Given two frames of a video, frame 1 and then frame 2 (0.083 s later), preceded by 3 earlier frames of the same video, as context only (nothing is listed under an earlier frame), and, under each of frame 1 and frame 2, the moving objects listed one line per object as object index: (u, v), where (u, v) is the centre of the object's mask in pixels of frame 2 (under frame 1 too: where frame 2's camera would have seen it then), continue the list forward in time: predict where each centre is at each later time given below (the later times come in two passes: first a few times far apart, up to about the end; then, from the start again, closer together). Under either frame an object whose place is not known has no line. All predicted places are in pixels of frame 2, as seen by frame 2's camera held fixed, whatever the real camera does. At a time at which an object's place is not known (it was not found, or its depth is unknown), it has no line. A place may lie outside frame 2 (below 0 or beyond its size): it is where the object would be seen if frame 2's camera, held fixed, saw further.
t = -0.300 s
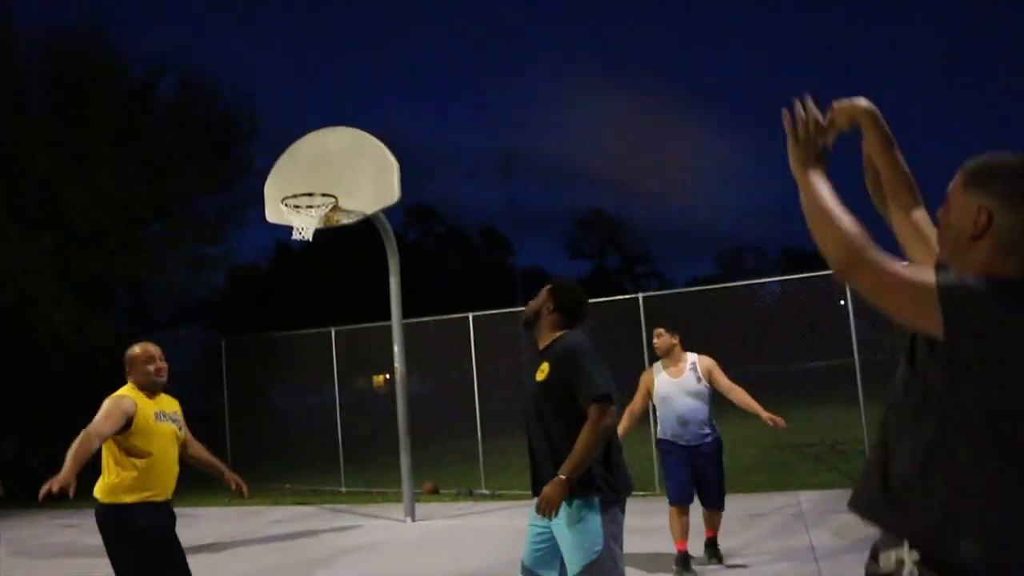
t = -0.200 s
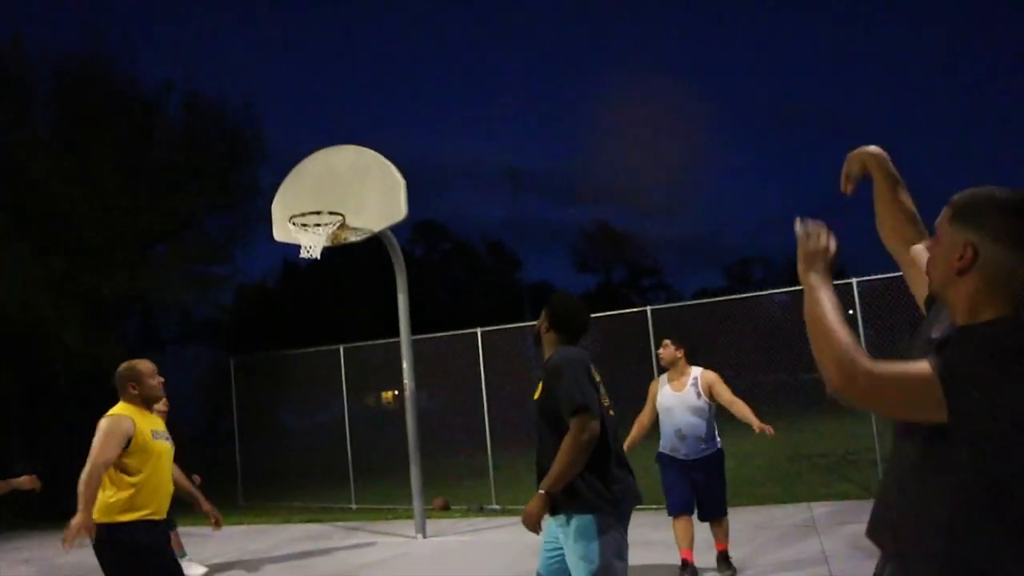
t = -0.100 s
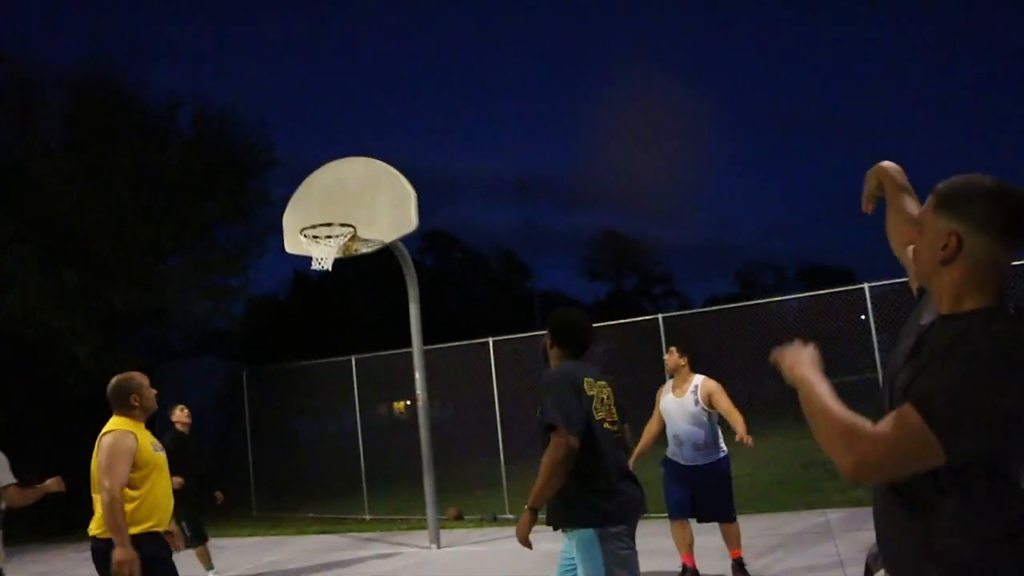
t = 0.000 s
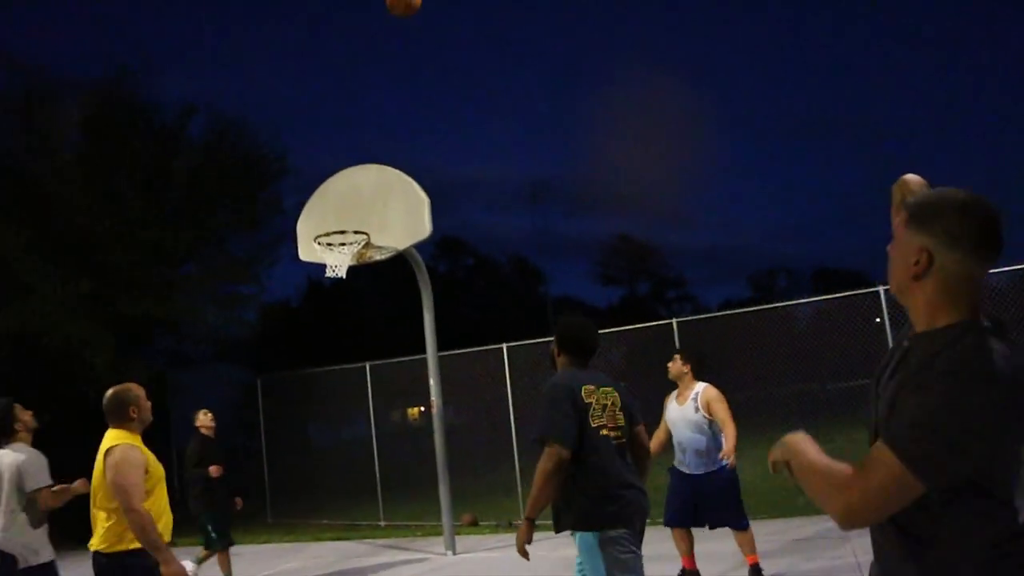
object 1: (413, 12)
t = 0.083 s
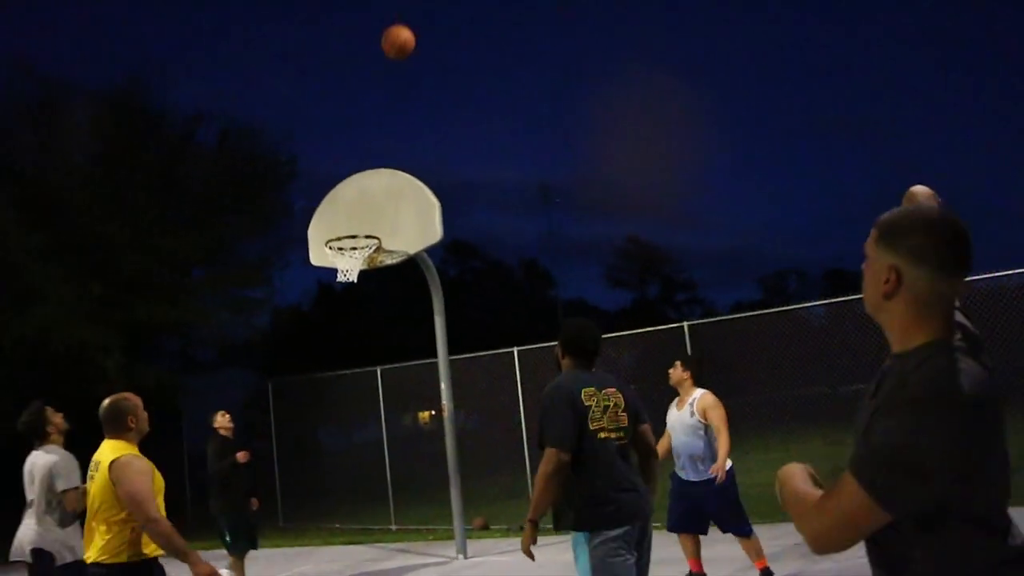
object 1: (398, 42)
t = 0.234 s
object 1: (376, 123)
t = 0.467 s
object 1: (353, 268)
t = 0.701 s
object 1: (347, 380)
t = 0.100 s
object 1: (396, 50)
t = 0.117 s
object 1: (393, 59)
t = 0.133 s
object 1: (390, 68)
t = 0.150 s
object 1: (387, 76)
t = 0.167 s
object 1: (385, 85)
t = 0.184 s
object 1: (383, 94)
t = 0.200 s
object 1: (380, 103)
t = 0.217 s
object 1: (378, 113)
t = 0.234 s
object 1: (376, 123)
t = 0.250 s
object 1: (374, 132)
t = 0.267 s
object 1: (372, 142)
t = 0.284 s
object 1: (370, 151)
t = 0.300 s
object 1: (369, 161)
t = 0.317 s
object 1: (366, 171)
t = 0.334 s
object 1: (364, 182)
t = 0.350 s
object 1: (363, 193)
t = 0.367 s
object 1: (361, 204)
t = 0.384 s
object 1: (360, 214)
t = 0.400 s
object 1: (358, 224)
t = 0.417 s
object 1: (355, 236)
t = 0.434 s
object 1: (353, 245)
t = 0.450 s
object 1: (354, 253)
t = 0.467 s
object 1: (353, 268)
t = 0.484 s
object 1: (351, 275)
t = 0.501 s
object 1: (351, 281)
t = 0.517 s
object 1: (351, 288)
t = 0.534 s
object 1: (350, 295)
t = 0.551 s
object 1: (350, 303)
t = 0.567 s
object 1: (349, 311)
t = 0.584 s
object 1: (349, 318)
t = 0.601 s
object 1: (348, 327)
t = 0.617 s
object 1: (348, 336)
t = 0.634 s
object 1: (348, 343)
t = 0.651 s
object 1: (347, 353)
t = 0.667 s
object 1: (347, 361)
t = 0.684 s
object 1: (347, 370)
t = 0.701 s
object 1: (347, 380)
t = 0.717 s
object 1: (346, 389)
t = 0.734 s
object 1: (346, 399)
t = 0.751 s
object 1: (346, 408)
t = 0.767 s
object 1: (346, 420)
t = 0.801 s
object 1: (346, 439)
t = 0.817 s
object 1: (345, 449)
